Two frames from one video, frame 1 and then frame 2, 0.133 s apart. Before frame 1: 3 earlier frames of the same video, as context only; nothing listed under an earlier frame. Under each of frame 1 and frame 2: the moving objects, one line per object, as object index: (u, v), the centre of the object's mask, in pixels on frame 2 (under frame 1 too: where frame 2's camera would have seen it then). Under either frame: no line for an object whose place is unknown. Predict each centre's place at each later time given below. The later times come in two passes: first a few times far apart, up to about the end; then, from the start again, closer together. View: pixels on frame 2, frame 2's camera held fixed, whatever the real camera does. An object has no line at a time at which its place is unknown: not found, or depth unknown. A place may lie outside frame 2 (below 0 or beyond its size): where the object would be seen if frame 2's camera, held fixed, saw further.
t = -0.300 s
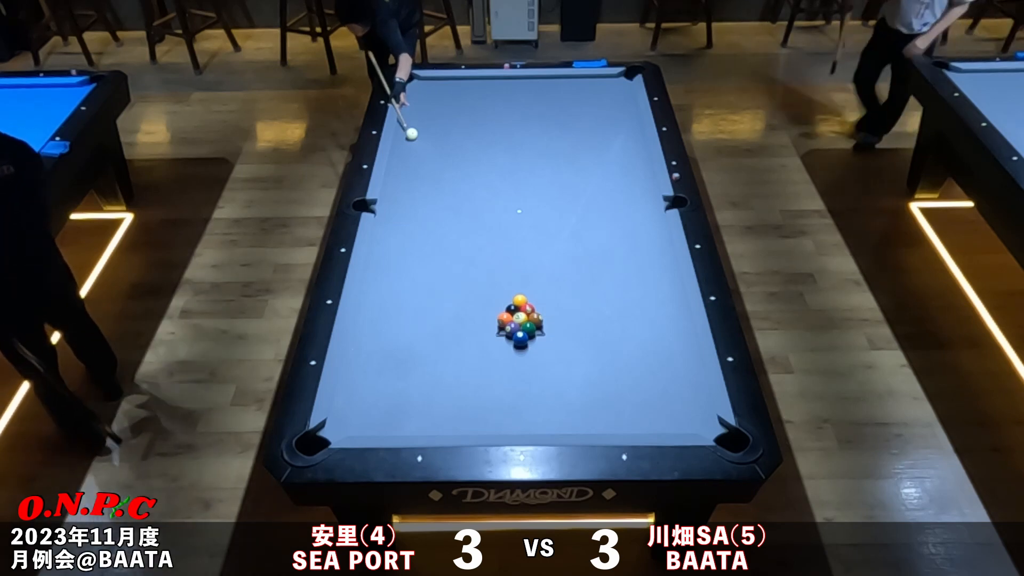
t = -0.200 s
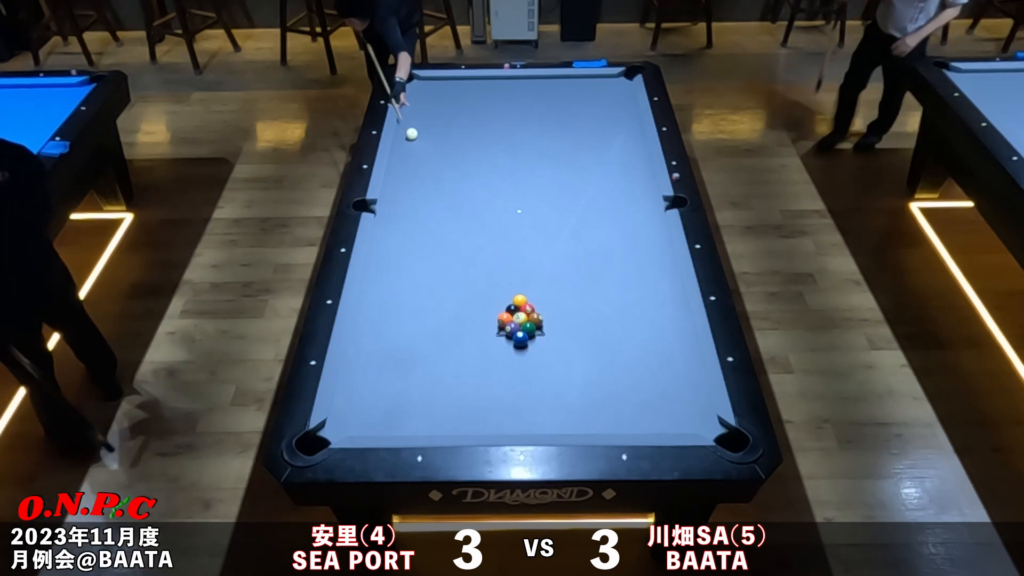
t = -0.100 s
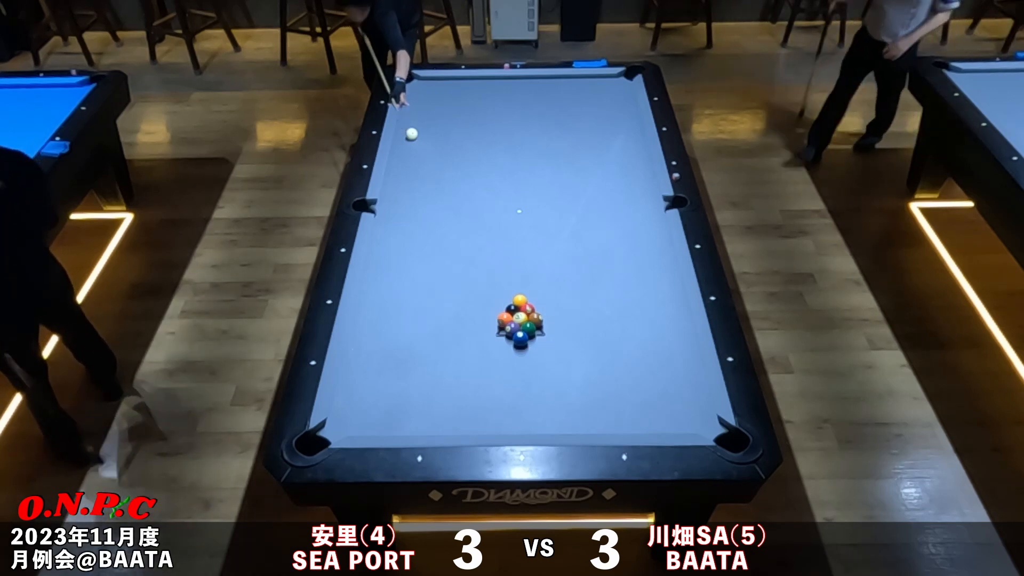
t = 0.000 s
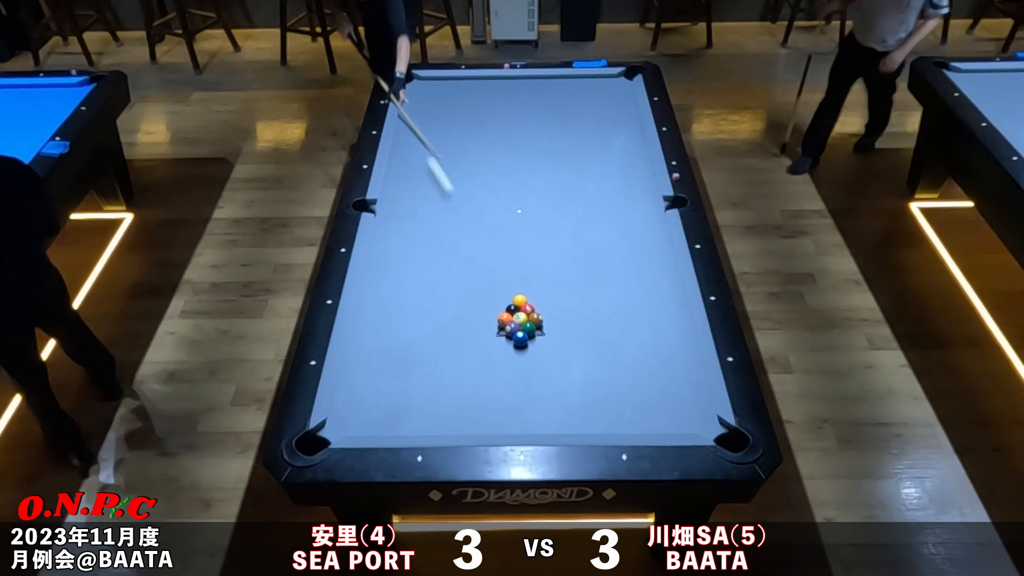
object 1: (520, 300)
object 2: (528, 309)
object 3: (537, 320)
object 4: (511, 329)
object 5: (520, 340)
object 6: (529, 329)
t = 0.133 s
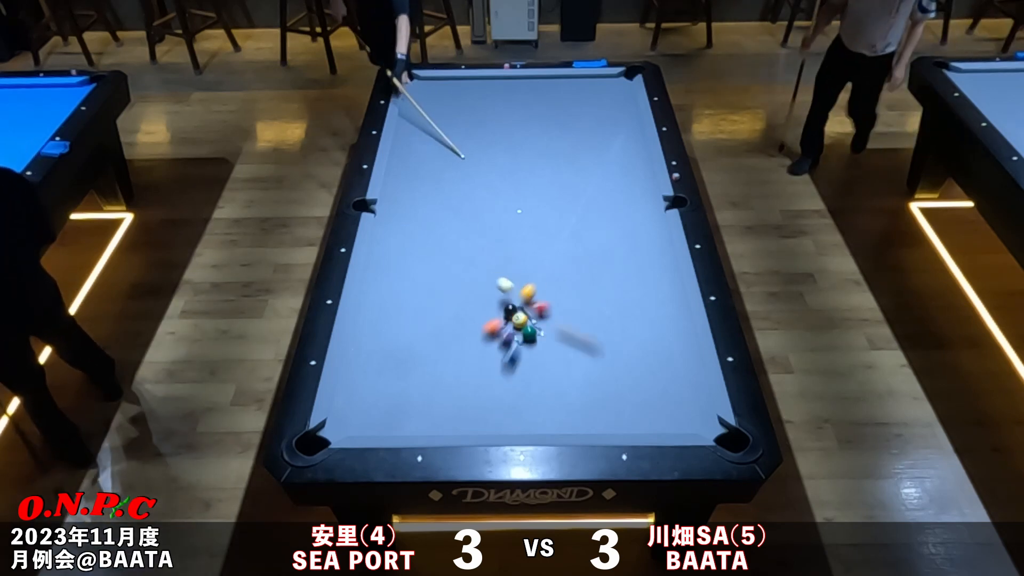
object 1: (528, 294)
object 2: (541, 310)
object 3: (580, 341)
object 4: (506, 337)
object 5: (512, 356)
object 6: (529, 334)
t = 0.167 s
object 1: (536, 289)
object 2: (554, 308)
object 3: (623, 359)
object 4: (501, 347)
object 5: (502, 375)
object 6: (530, 338)
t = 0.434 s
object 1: (586, 251)
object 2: (634, 291)
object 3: (538, 414)
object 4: (480, 380)
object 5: (428, 401)
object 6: (538, 364)
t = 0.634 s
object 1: (616, 225)
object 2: (667, 278)
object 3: (421, 378)
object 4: (498, 368)
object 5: (357, 399)
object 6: (544, 383)
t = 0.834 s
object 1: (644, 202)
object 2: (633, 264)
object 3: (371, 342)
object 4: (511, 360)
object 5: (374, 392)
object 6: (550, 403)
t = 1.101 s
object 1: (636, 182)
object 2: (591, 246)
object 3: (457, 288)
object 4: (528, 351)
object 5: (428, 382)
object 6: (558, 426)
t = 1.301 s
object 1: (619, 170)
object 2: (563, 234)
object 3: (507, 253)
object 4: (539, 344)
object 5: (467, 374)
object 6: (561, 421)
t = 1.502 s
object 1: (603, 160)
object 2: (552, 213)
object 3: (536, 232)
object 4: (549, 339)
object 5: (504, 367)
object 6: (563, 411)
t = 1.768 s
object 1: (583, 146)
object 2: (559, 174)
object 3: (544, 223)
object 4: (562, 332)
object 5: (550, 358)
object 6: (565, 400)
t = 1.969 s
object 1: (570, 137)
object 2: (563, 150)
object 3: (550, 217)
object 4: (570, 328)
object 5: (584, 351)
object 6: (567, 392)
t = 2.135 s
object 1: (559, 125)
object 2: (567, 135)
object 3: (554, 212)
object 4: (576, 325)
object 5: (610, 346)
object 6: (568, 386)
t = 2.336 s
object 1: (547, 110)
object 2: (570, 123)
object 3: (559, 207)
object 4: (583, 322)
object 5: (641, 341)
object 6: (569, 380)
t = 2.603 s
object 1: (533, 90)
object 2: (575, 109)
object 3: (565, 201)
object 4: (591, 318)
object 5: (679, 333)
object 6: (570, 374)
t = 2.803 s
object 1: (524, 79)
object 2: (578, 99)
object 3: (570, 197)
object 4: (595, 315)
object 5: (676, 330)
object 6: (571, 370)
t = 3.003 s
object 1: (517, 87)
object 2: (581, 90)
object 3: (573, 193)
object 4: (599, 313)
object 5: (661, 327)
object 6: (572, 367)
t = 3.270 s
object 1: (508, 97)
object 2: (584, 78)
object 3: (577, 189)
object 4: (603, 310)
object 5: (641, 324)
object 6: (573, 364)
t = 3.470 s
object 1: (501, 104)
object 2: (587, 81)
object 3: (580, 187)
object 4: (605, 309)
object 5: (627, 322)
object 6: (573, 362)
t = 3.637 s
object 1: (496, 111)
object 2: (589, 84)
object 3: (582, 185)
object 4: (606, 308)
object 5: (617, 320)
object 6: (573, 362)
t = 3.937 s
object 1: (486, 121)
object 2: (593, 91)
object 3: (585, 182)
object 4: (608, 306)
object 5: (602, 319)
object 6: (573, 362)
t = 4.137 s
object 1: (480, 128)
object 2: (596, 94)
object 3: (586, 181)
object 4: (608, 305)
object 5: (593, 319)
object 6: (573, 362)
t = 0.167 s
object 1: (536, 289)
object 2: (554, 308)
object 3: (623, 359)
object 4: (501, 347)
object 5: (502, 375)
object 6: (530, 338)
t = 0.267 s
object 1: (557, 273)
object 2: (588, 301)
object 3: (672, 406)
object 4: (484, 368)
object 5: (472, 426)
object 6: (533, 348)
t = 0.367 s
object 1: (575, 259)
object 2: (616, 295)
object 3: (586, 425)
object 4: (471, 387)
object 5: (455, 400)
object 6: (536, 357)
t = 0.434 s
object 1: (586, 251)
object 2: (634, 291)
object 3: (538, 414)
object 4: (480, 380)
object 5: (428, 401)
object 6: (538, 364)
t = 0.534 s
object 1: (601, 238)
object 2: (660, 285)
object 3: (474, 394)
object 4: (490, 372)
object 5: (390, 401)
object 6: (541, 374)
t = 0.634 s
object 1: (616, 225)
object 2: (667, 278)
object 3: (421, 378)
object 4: (498, 368)
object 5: (357, 399)
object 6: (544, 383)
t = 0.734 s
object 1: (631, 214)
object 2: (649, 271)
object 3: (371, 363)
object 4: (504, 364)
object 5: (351, 396)
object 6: (547, 393)
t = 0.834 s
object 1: (644, 202)
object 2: (633, 264)
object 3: (371, 342)
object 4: (511, 360)
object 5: (374, 392)
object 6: (550, 403)
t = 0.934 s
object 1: (652, 192)
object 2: (617, 256)
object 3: (409, 322)
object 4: (518, 356)
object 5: (395, 388)
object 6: (553, 413)
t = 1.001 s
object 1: (645, 188)
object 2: (606, 252)
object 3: (429, 308)
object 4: (522, 354)
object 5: (408, 385)
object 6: (555, 420)
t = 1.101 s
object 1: (636, 182)
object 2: (591, 246)
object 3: (457, 288)
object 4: (528, 351)
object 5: (428, 382)
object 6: (558, 426)
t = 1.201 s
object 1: (627, 176)
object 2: (577, 240)
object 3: (482, 270)
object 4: (534, 348)
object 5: (448, 377)
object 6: (560, 425)
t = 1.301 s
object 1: (619, 170)
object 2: (563, 234)
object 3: (507, 253)
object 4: (539, 344)
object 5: (467, 374)
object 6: (561, 421)
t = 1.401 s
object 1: (611, 165)
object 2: (549, 228)
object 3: (530, 237)
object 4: (544, 342)
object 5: (486, 370)
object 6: (562, 416)
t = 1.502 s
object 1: (603, 160)
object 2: (552, 213)
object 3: (536, 232)
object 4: (549, 339)
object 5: (504, 367)
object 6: (563, 411)
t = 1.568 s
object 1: (598, 156)
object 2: (555, 202)
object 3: (537, 230)
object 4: (553, 337)
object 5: (516, 364)
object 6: (564, 408)
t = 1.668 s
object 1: (590, 151)
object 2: (557, 187)
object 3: (540, 227)
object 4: (557, 335)
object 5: (533, 361)
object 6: (565, 404)
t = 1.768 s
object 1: (583, 146)
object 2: (559, 174)
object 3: (544, 223)
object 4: (562, 332)
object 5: (550, 358)
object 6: (565, 400)
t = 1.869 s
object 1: (576, 142)
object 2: (561, 162)
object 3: (547, 220)
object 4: (566, 330)
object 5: (567, 354)
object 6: (566, 396)
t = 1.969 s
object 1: (570, 137)
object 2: (563, 150)
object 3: (550, 217)
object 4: (570, 328)
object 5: (584, 351)
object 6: (567, 392)
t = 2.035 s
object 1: (566, 133)
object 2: (565, 143)
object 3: (552, 215)
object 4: (573, 327)
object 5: (595, 350)
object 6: (567, 389)
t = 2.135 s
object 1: (559, 125)
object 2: (567, 135)
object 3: (554, 212)
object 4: (576, 325)
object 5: (610, 346)
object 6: (568, 386)
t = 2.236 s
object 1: (553, 118)
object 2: (568, 129)
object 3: (557, 210)
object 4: (580, 323)
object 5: (626, 344)
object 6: (568, 383)
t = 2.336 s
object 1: (547, 110)
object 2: (570, 123)
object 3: (559, 207)
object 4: (583, 322)
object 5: (641, 341)
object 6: (569, 380)
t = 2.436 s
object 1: (542, 102)
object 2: (572, 118)
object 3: (562, 205)
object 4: (586, 320)
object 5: (655, 338)
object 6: (569, 378)
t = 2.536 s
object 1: (536, 95)
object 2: (573, 112)
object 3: (564, 203)
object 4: (589, 319)
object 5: (669, 335)
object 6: (570, 375)
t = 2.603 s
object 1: (533, 90)
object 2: (575, 109)
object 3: (565, 201)
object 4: (591, 318)
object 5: (679, 333)
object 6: (570, 374)
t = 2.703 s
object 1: (528, 83)
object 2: (576, 104)
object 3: (567, 199)
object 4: (593, 316)
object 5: (684, 331)
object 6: (571, 372)
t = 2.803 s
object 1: (524, 79)
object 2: (578, 99)
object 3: (570, 197)
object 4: (595, 315)
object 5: (676, 330)
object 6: (571, 370)
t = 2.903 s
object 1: (520, 83)
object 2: (579, 94)
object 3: (571, 195)
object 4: (597, 314)
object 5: (668, 328)
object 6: (572, 368)
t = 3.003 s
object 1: (517, 87)
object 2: (581, 90)
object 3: (573, 193)
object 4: (599, 313)
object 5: (661, 327)
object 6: (572, 367)
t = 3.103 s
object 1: (513, 91)
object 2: (582, 85)
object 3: (575, 192)
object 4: (601, 312)
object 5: (653, 326)
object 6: (572, 365)
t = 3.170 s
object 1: (511, 93)
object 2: (583, 82)
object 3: (576, 190)
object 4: (602, 311)
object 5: (648, 325)
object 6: (572, 364)
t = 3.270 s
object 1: (508, 97)
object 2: (584, 78)
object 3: (577, 189)
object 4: (603, 310)
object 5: (641, 324)
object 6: (573, 364)
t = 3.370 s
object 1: (504, 101)
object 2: (585, 79)
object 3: (579, 188)
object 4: (604, 310)
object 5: (634, 323)
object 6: (573, 363)
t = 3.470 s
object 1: (501, 104)
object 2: (587, 81)
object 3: (580, 187)
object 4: (605, 309)
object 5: (627, 322)
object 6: (573, 362)
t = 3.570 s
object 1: (498, 108)
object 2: (588, 83)
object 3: (581, 185)
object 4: (606, 308)
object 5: (621, 321)
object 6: (573, 362)
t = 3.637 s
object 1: (496, 111)
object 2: (589, 84)
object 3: (582, 185)
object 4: (606, 308)
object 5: (617, 320)
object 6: (573, 362)
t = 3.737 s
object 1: (492, 114)
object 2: (591, 87)
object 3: (583, 184)
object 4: (607, 306)
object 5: (611, 319)
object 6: (573, 362)
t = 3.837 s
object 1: (489, 118)
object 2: (592, 89)
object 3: (584, 183)
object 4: (608, 306)
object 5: (607, 319)
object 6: (573, 362)
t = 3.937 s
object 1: (486, 121)
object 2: (593, 91)
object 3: (585, 182)
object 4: (608, 306)
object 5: (602, 319)
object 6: (573, 362)
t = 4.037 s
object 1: (483, 125)
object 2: (594, 92)
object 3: (586, 181)
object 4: (608, 306)
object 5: (597, 319)
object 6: (573, 362)
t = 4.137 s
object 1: (480, 128)
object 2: (596, 94)
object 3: (586, 181)
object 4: (608, 305)
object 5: (593, 319)
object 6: (573, 362)
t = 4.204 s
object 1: (477, 131)
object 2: (596, 96)
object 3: (587, 180)
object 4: (608, 305)
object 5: (591, 319)
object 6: (573, 362)
